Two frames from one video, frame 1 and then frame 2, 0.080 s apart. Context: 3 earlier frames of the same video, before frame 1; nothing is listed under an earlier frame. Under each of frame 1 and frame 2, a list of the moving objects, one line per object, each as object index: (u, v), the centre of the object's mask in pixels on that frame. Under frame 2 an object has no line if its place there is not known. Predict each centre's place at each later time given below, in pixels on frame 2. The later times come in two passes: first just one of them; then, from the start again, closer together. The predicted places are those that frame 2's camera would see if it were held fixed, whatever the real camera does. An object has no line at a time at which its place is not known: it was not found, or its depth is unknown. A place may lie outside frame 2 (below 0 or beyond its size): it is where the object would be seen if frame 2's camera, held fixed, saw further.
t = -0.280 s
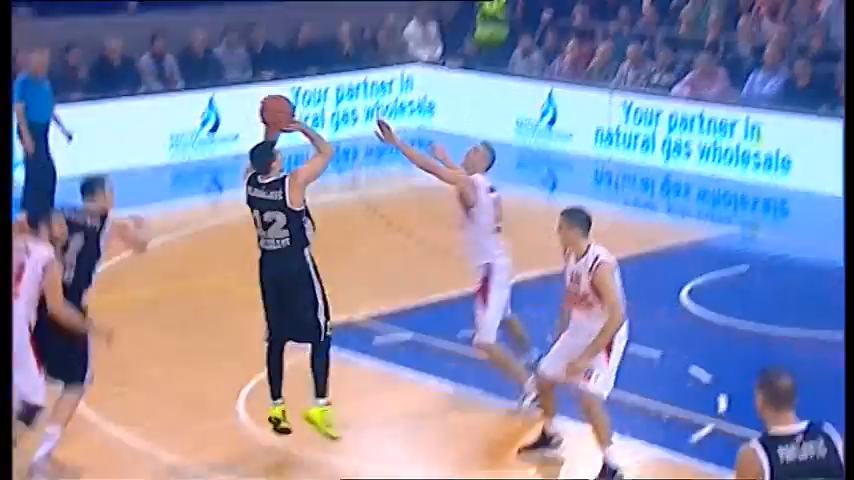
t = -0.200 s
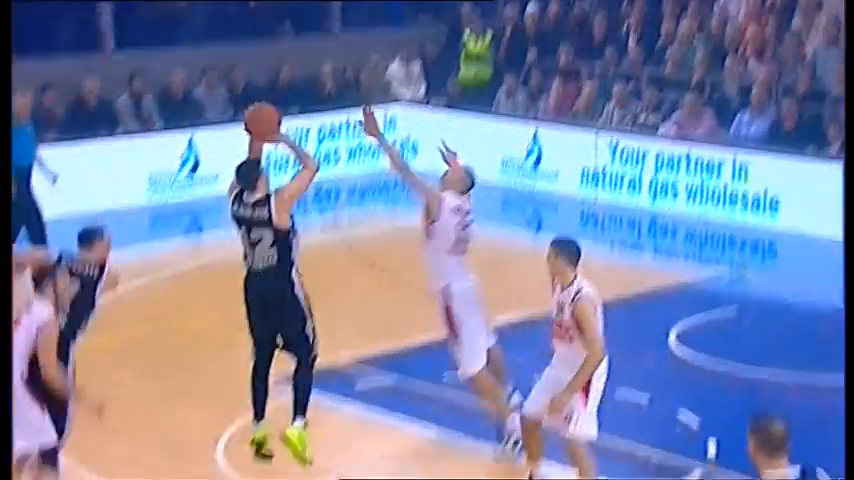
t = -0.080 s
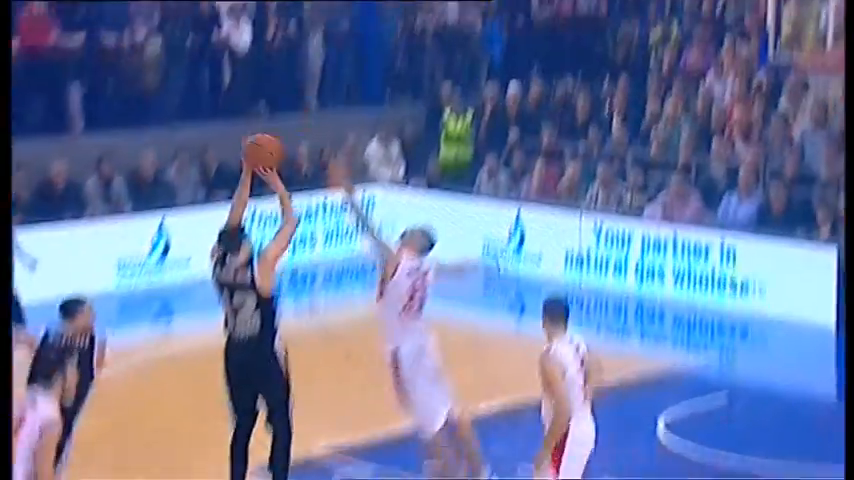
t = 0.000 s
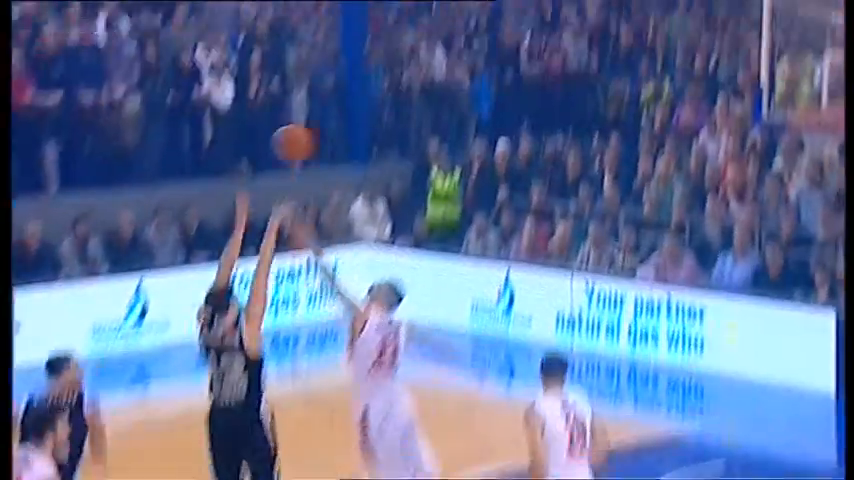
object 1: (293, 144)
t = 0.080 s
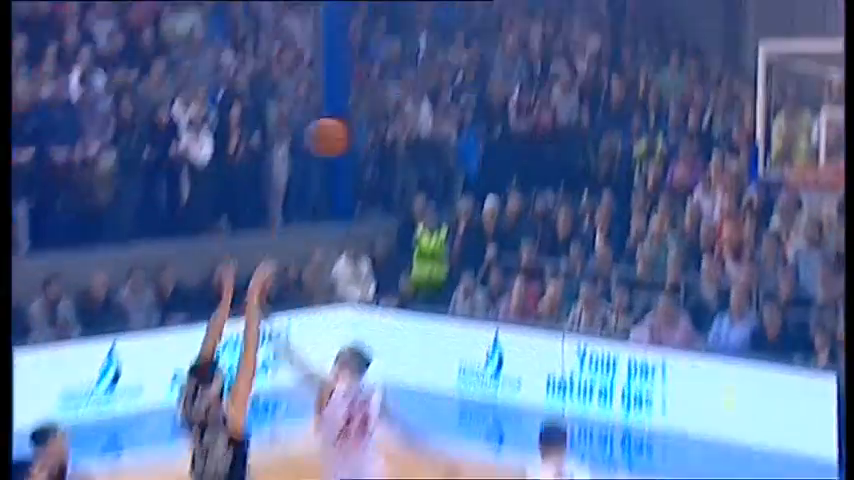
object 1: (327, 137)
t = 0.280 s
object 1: (454, 31)
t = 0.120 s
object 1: (354, 110)
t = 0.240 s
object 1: (428, 48)
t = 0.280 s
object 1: (454, 31)
